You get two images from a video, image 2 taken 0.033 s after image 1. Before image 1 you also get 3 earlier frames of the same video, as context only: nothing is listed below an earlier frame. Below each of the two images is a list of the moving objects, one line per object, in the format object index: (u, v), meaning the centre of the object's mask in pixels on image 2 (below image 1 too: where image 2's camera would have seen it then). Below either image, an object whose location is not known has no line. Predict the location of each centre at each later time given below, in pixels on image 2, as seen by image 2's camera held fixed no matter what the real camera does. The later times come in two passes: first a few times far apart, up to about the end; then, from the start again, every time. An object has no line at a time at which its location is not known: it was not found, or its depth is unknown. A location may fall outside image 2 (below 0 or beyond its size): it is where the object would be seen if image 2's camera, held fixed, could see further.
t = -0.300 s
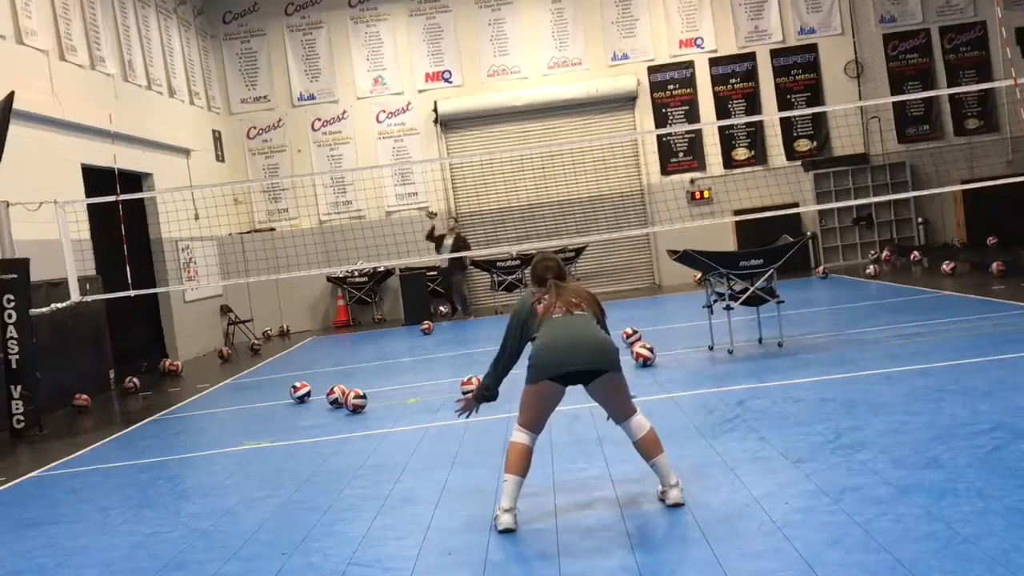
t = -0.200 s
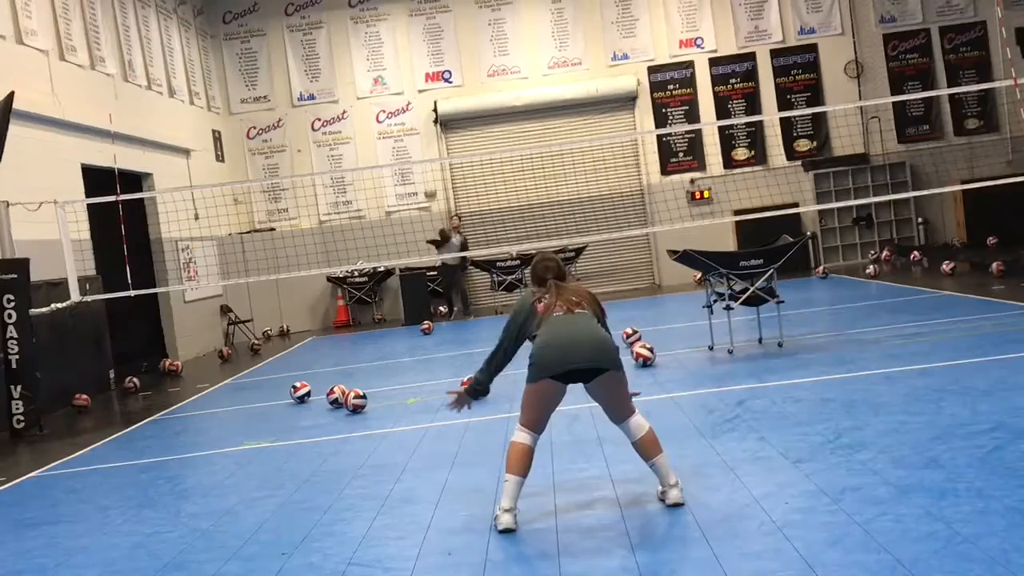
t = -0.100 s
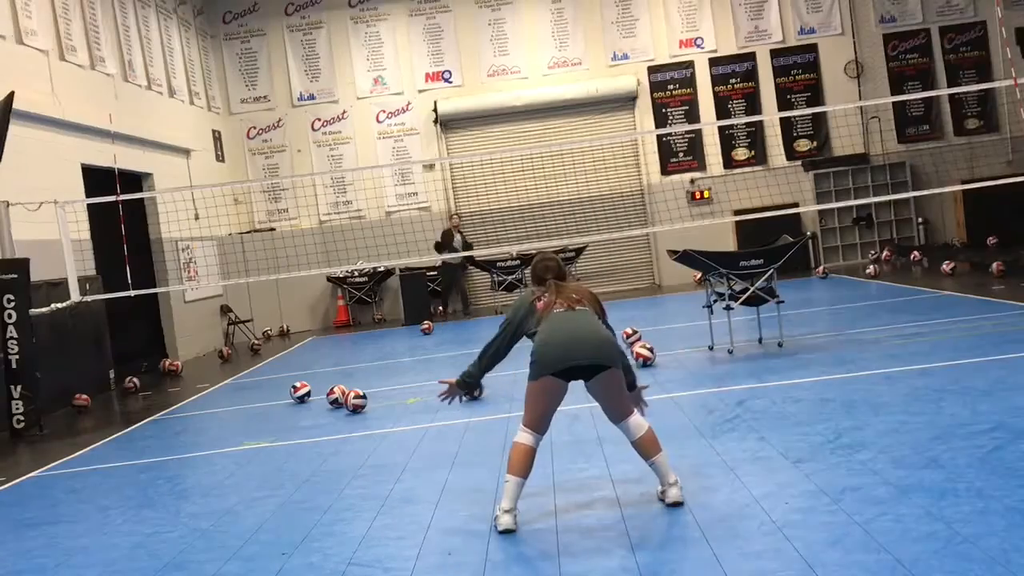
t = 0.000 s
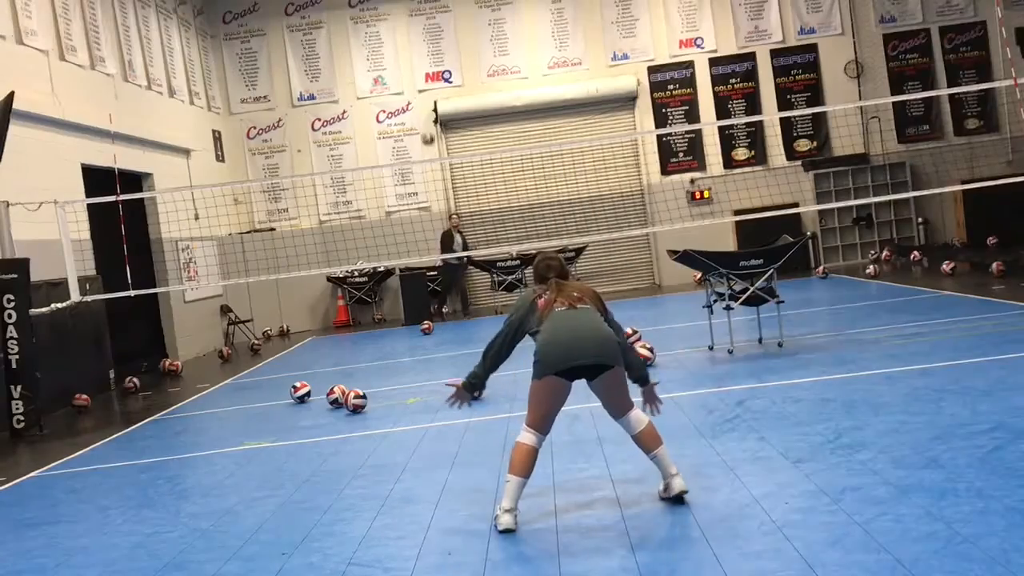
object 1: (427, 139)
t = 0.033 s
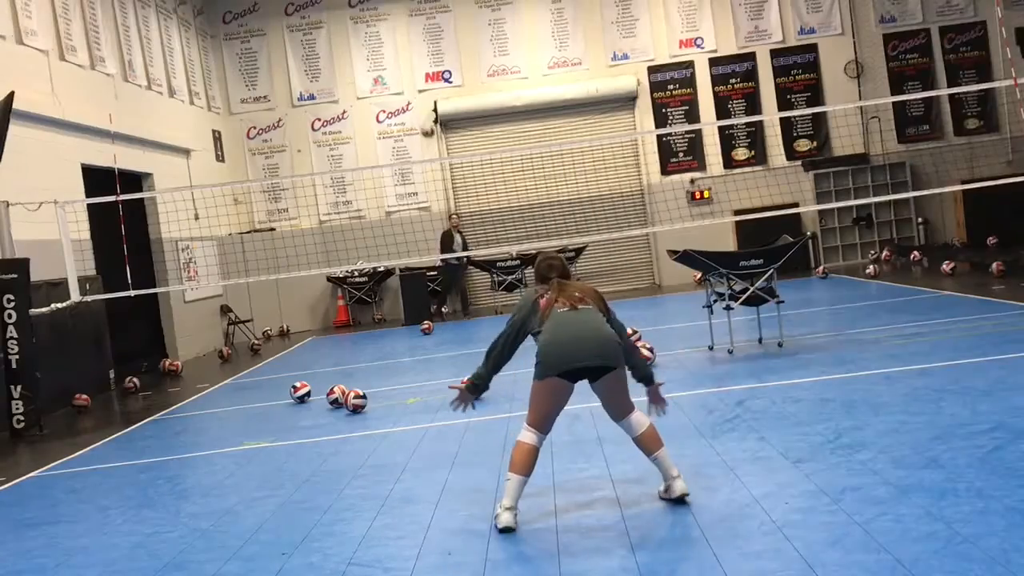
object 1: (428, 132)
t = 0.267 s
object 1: (428, 97)
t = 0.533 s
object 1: (435, 107)
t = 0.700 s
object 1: (448, 166)
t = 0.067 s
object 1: (429, 122)
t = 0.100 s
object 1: (428, 118)
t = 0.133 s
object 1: (428, 113)
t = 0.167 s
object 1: (428, 108)
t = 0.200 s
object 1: (428, 103)
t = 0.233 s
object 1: (428, 99)
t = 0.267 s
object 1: (428, 97)
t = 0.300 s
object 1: (428, 95)
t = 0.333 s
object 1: (428, 94)
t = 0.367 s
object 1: (429, 94)
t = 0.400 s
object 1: (429, 94)
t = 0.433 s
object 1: (430, 96)
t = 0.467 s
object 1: (431, 98)
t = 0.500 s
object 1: (433, 101)
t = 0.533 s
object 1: (435, 107)
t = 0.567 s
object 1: (437, 114)
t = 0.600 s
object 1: (439, 122)
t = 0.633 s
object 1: (442, 133)
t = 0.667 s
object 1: (446, 146)
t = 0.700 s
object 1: (448, 166)
